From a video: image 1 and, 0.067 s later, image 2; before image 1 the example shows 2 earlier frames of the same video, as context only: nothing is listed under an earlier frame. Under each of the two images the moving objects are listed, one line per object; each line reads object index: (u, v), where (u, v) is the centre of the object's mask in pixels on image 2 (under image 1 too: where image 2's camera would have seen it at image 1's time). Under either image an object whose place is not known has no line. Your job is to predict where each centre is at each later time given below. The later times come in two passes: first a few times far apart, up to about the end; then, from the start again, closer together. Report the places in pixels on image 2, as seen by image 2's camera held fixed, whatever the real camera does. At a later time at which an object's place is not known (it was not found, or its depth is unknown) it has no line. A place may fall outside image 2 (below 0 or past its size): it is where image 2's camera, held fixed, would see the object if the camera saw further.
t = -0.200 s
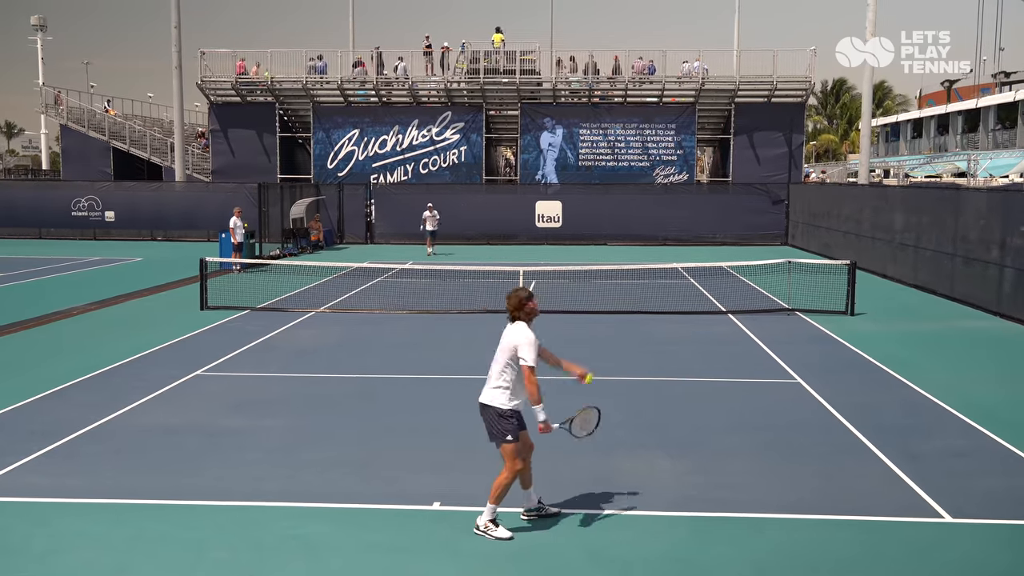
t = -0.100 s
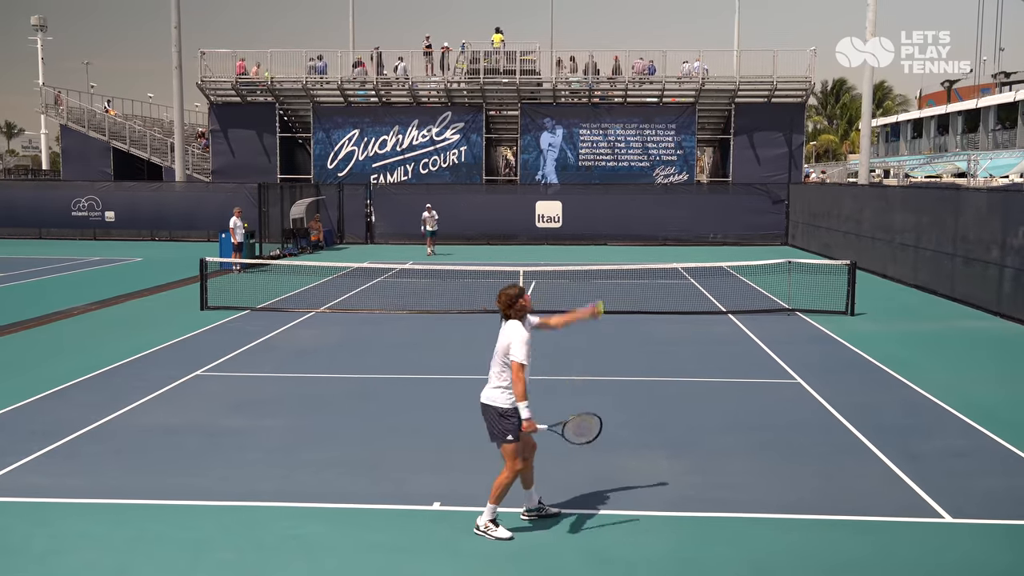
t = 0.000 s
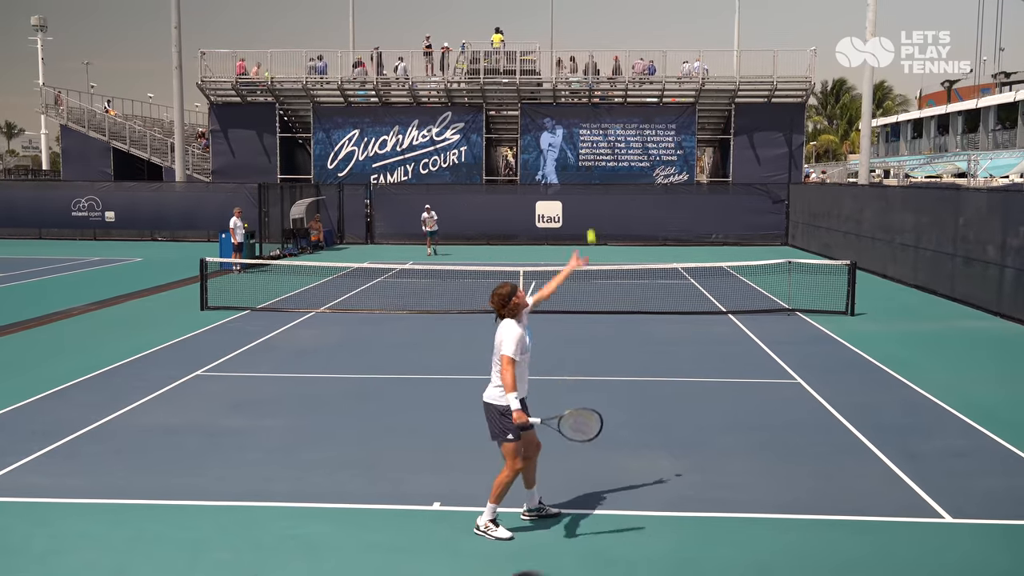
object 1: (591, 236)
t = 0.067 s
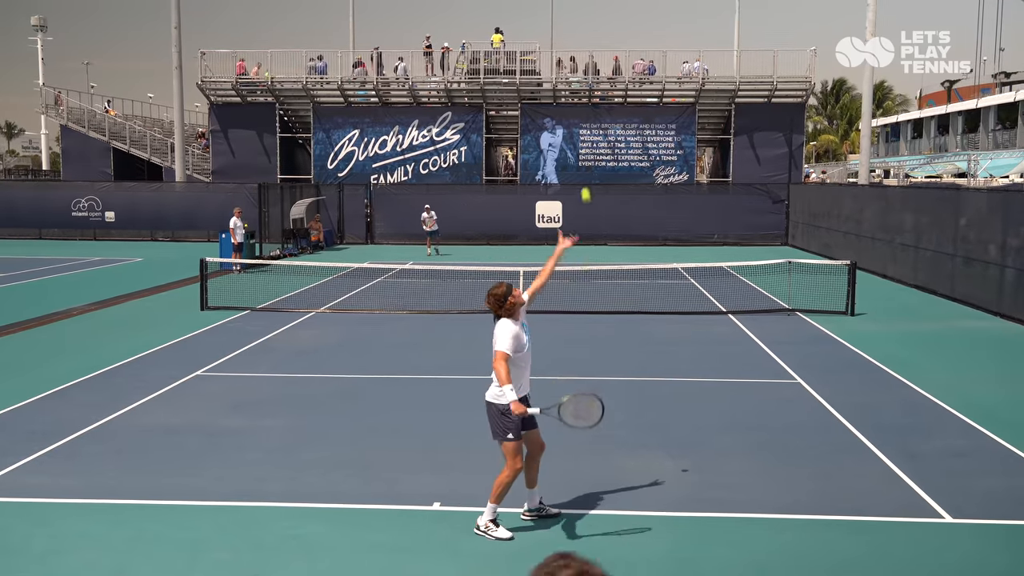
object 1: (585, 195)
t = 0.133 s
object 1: (579, 157)
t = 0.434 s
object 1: (554, 54)
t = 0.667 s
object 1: (533, 51)
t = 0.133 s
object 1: (579, 157)
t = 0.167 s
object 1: (577, 140)
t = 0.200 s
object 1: (574, 125)
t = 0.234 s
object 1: (571, 112)
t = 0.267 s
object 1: (569, 99)
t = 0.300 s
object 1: (566, 87)
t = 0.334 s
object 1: (563, 77)
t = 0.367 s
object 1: (560, 68)
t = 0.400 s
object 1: (558, 61)
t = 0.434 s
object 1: (554, 54)
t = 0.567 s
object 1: (542, 45)
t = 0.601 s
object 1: (539, 45)
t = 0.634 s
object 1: (536, 47)
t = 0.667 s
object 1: (533, 51)
